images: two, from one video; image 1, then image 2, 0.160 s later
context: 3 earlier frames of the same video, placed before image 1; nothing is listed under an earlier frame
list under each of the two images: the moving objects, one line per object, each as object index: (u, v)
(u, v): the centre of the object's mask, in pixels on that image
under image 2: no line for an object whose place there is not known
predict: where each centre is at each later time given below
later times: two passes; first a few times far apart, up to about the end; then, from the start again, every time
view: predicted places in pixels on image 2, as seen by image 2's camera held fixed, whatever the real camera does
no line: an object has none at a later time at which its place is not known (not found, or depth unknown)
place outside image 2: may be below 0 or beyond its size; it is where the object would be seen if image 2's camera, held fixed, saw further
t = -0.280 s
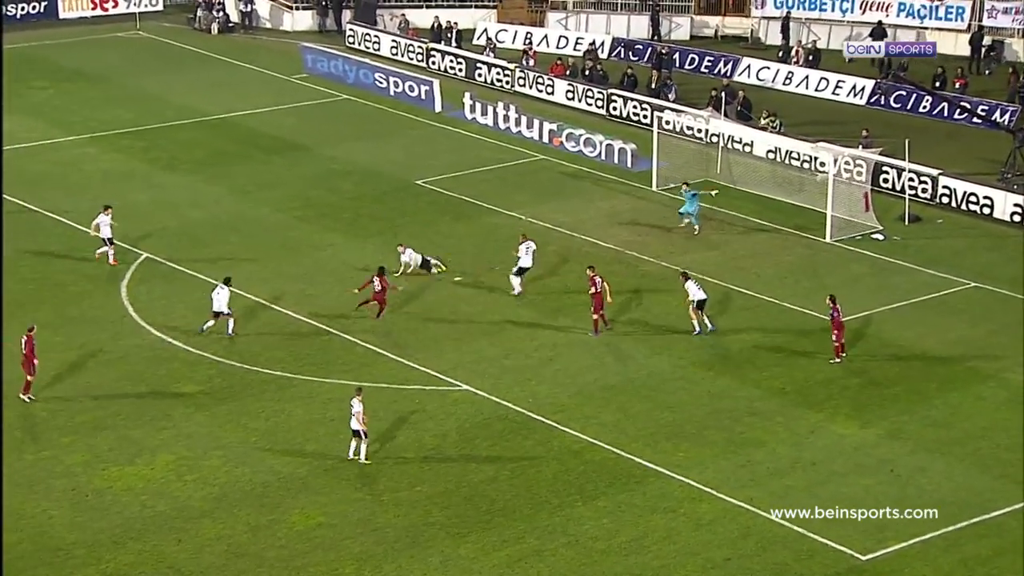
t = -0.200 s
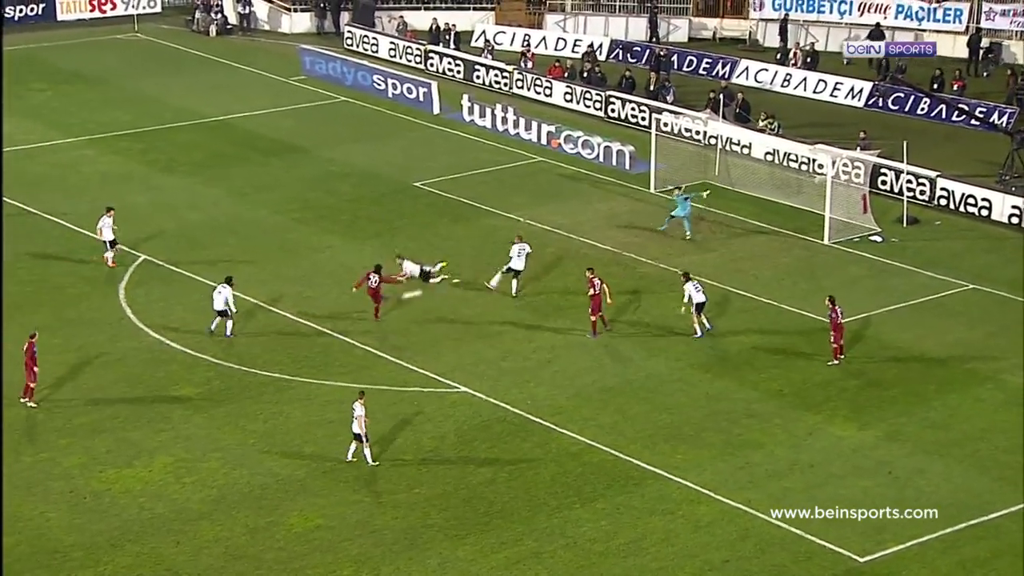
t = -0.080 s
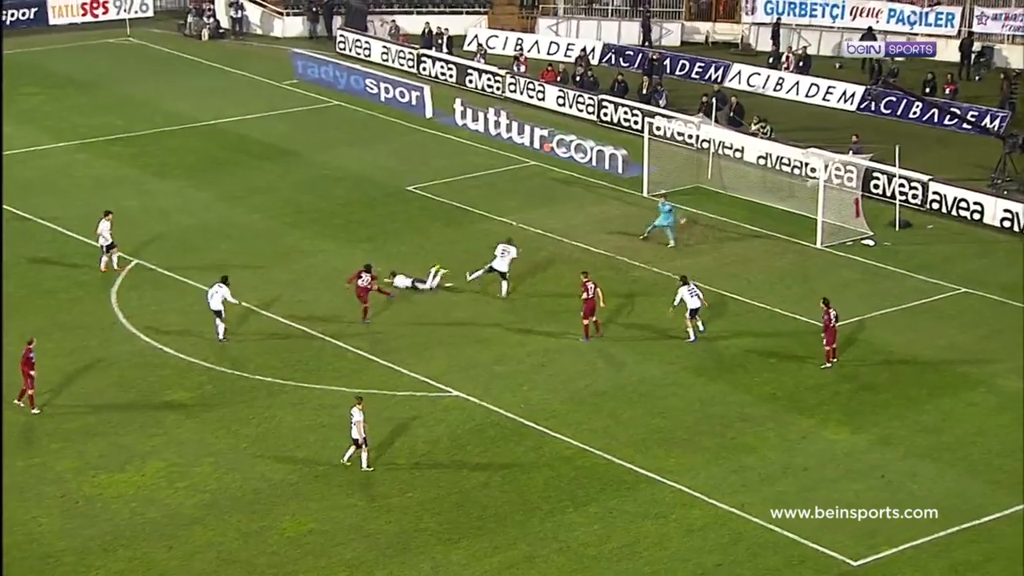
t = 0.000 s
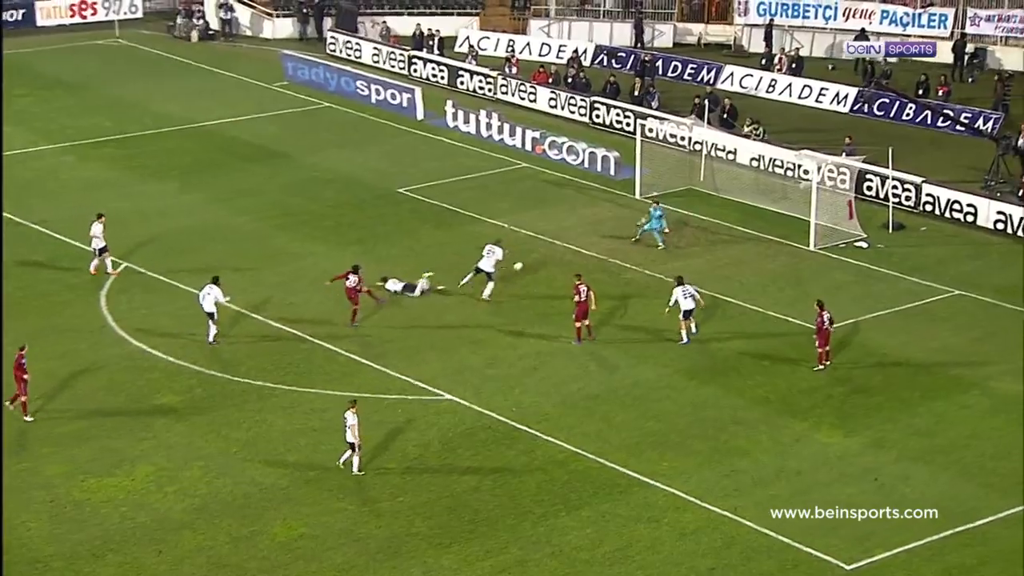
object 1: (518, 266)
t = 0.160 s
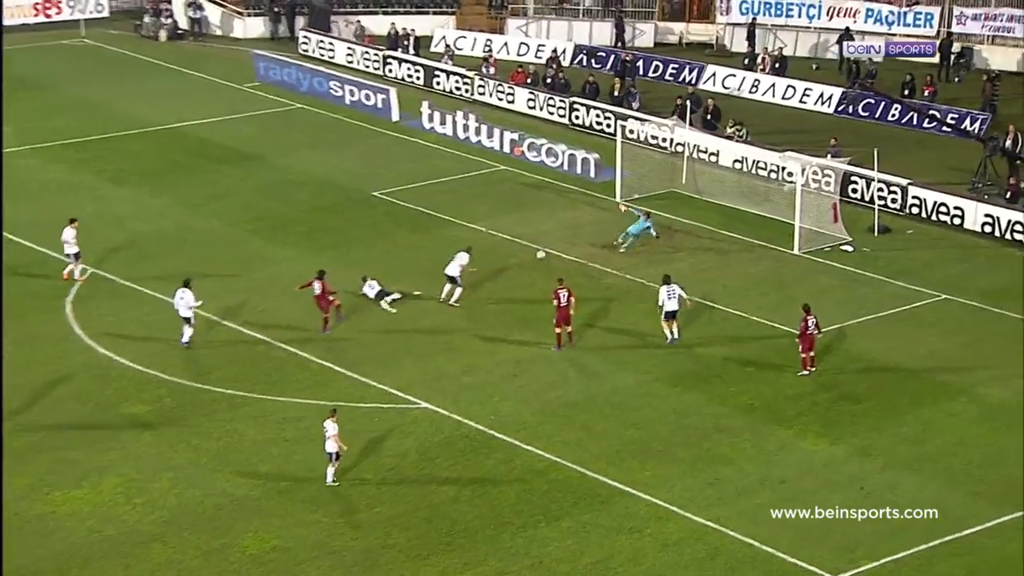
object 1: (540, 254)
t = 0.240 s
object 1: (560, 245)
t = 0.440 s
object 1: (603, 216)
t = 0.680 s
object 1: (655, 201)
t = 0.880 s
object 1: (690, 184)
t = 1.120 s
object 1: (666, 187)
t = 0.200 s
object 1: (551, 252)
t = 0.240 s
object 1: (560, 245)
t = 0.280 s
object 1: (569, 238)
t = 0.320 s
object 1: (578, 231)
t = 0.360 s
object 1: (586, 225)
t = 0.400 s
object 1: (595, 220)
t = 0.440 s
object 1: (603, 216)
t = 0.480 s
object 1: (612, 212)
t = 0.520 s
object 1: (621, 209)
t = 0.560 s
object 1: (629, 207)
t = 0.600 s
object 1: (638, 204)
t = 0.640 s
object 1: (646, 203)
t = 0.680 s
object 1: (655, 201)
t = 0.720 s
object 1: (663, 198)
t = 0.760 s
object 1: (670, 194)
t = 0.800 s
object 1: (677, 190)
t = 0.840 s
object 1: (686, 187)
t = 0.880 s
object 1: (690, 184)
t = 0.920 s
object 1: (688, 183)
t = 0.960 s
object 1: (684, 183)
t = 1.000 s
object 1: (680, 182)
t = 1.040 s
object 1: (676, 184)
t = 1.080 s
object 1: (671, 185)
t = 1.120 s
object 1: (666, 187)
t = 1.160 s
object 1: (663, 188)
